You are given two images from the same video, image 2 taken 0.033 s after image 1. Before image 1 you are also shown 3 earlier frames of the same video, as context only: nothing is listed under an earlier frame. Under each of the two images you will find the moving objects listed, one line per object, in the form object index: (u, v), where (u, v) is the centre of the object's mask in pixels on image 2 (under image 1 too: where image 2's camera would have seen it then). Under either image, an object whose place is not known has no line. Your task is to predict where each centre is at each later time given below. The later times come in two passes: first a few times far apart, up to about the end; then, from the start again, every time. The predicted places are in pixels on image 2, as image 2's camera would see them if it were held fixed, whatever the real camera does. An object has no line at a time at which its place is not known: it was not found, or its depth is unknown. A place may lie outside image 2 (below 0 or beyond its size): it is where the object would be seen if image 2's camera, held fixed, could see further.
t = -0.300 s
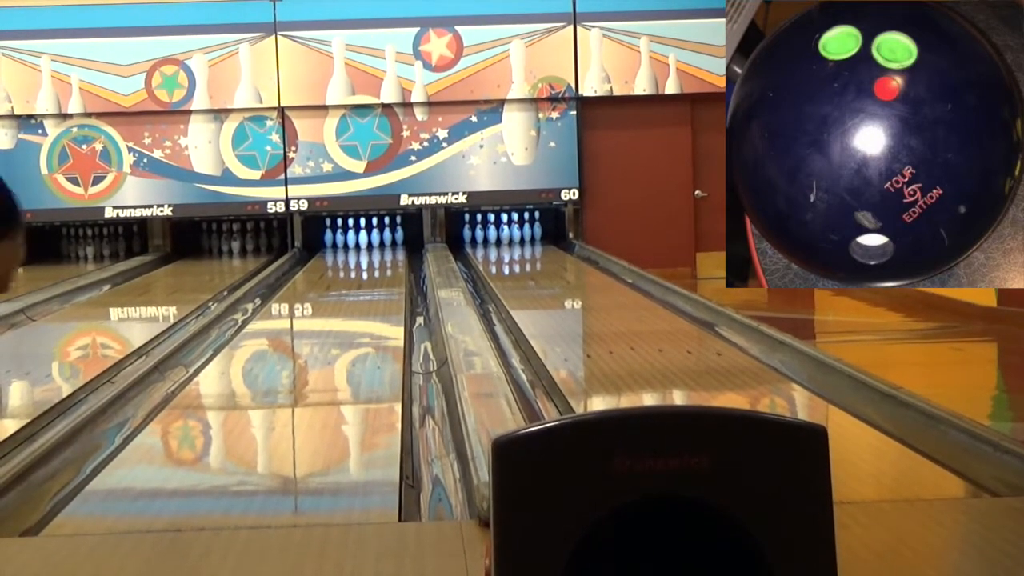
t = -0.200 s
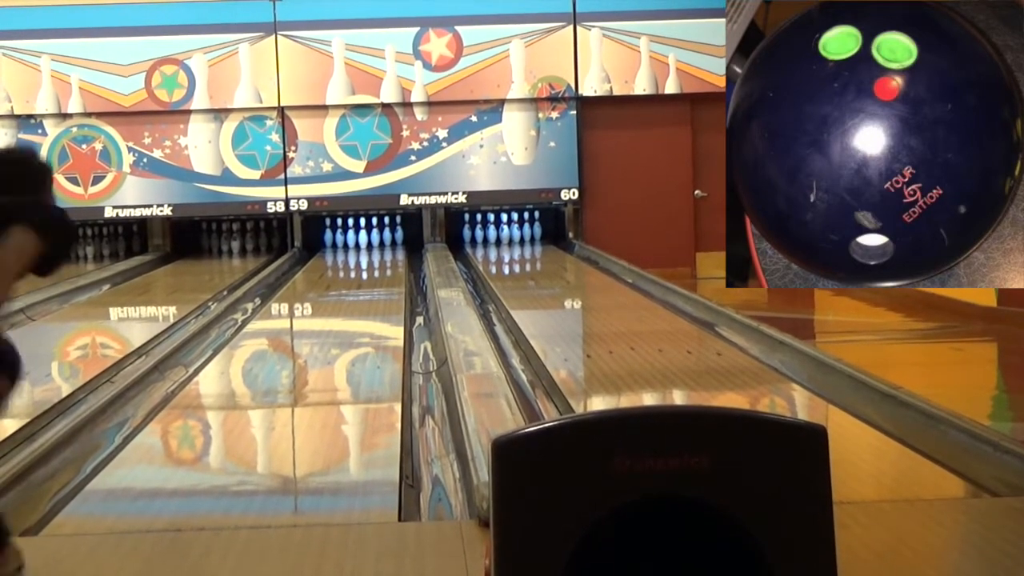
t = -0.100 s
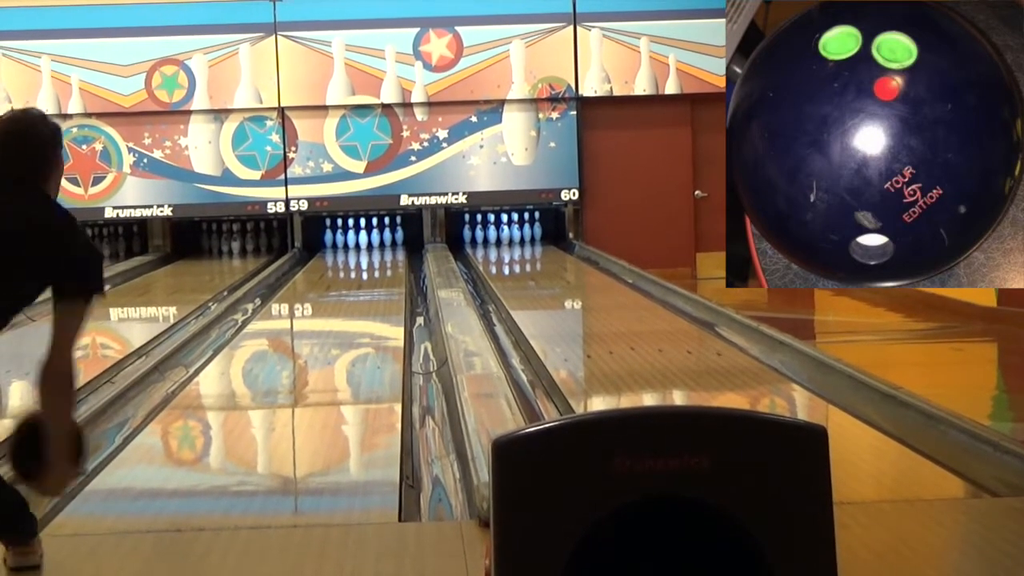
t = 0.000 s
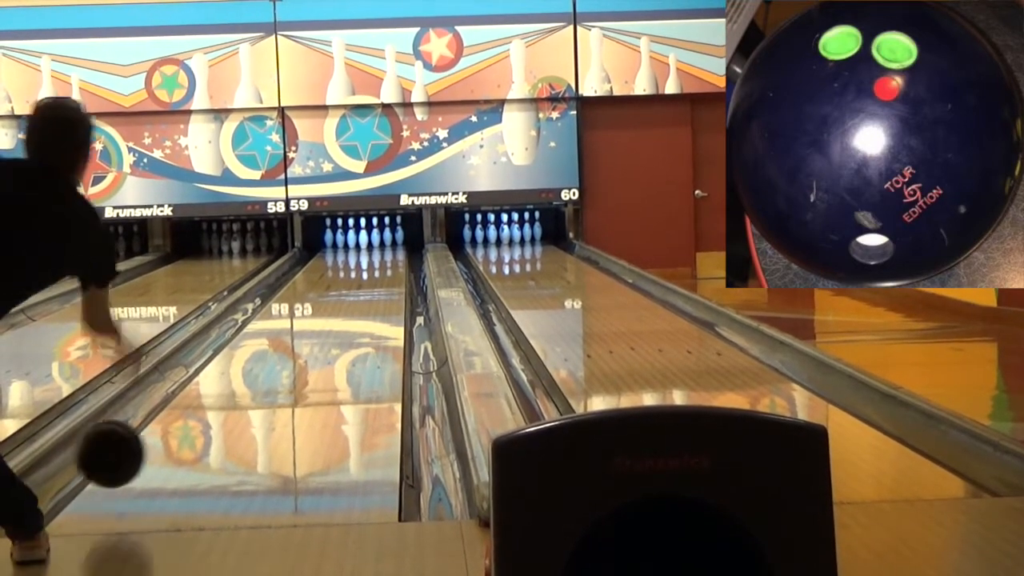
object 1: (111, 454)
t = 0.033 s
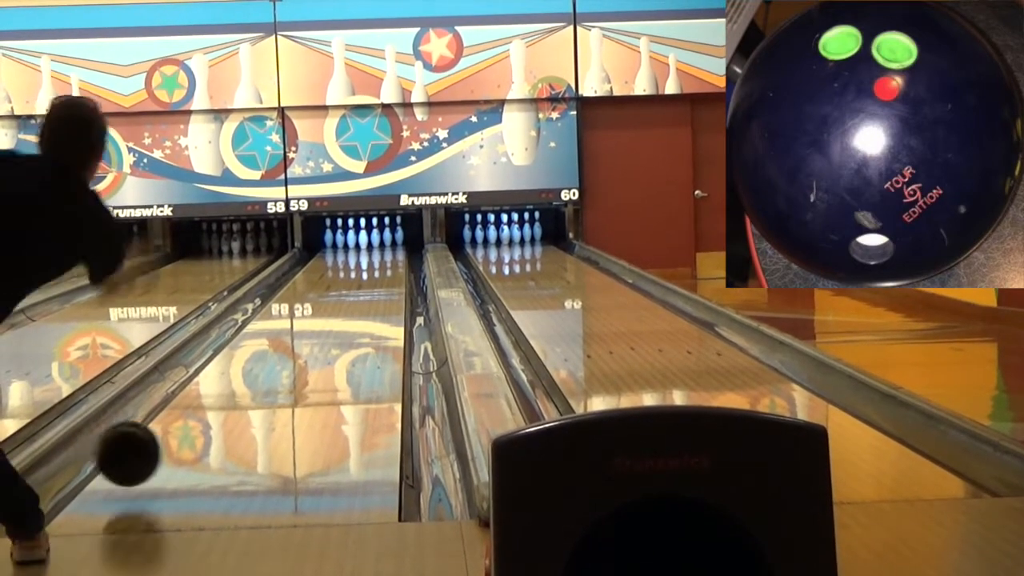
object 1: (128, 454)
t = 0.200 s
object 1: (196, 414)
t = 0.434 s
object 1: (258, 364)
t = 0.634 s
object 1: (295, 335)
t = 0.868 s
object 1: (326, 311)
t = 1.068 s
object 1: (346, 295)
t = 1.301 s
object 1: (364, 279)
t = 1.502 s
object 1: (376, 269)
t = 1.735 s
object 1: (385, 259)
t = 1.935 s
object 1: (386, 252)
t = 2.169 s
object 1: (381, 246)
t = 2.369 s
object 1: (372, 242)
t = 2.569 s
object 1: (362, 240)
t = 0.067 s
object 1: (145, 453)
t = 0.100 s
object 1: (158, 440)
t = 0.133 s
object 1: (172, 431)
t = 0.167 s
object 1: (185, 423)
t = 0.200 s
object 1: (196, 414)
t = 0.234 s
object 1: (207, 405)
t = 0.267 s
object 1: (217, 397)
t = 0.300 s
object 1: (226, 390)
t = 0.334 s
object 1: (235, 383)
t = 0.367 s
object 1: (243, 376)
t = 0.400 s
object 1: (251, 370)
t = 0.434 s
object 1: (258, 364)
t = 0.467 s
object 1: (265, 359)
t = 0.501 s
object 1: (272, 354)
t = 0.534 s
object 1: (278, 349)
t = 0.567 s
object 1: (284, 344)
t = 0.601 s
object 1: (290, 340)
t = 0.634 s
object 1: (295, 335)
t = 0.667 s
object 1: (300, 332)
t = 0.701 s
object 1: (305, 328)
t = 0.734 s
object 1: (309, 324)
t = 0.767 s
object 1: (314, 321)
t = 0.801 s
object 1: (318, 317)
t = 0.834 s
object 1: (322, 314)
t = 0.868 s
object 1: (326, 311)
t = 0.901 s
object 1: (330, 308)
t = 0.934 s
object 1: (333, 305)
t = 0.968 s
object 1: (337, 302)
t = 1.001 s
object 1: (340, 299)
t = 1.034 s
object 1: (343, 297)
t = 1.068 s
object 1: (346, 295)
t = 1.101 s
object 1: (349, 292)
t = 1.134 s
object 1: (351, 290)
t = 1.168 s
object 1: (354, 288)
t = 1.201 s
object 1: (357, 285)
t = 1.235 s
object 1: (359, 283)
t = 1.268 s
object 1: (362, 281)
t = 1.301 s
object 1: (364, 279)
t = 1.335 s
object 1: (366, 277)
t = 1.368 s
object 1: (368, 275)
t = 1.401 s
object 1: (370, 274)
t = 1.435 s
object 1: (372, 272)
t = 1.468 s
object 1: (374, 271)
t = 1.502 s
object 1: (376, 269)
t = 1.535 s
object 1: (377, 267)
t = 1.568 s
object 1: (379, 266)
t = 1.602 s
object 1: (380, 265)
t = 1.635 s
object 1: (382, 263)
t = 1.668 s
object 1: (383, 261)
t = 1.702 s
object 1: (384, 260)
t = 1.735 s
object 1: (385, 259)
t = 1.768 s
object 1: (385, 258)
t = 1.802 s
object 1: (386, 257)
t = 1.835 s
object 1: (386, 256)
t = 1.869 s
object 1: (386, 255)
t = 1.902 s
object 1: (387, 254)
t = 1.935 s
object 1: (386, 252)
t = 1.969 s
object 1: (386, 252)
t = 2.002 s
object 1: (386, 251)
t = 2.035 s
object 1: (385, 250)
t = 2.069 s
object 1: (385, 249)
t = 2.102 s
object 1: (384, 248)
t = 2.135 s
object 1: (383, 247)
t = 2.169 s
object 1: (381, 246)
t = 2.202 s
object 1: (380, 246)
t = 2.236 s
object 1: (378, 245)
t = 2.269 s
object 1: (376, 244)
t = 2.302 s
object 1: (375, 244)
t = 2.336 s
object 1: (374, 242)
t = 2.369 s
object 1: (372, 242)
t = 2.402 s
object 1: (369, 242)
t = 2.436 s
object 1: (368, 241)
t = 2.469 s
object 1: (367, 241)
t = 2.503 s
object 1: (365, 241)
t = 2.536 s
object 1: (363, 240)
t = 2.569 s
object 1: (362, 240)
